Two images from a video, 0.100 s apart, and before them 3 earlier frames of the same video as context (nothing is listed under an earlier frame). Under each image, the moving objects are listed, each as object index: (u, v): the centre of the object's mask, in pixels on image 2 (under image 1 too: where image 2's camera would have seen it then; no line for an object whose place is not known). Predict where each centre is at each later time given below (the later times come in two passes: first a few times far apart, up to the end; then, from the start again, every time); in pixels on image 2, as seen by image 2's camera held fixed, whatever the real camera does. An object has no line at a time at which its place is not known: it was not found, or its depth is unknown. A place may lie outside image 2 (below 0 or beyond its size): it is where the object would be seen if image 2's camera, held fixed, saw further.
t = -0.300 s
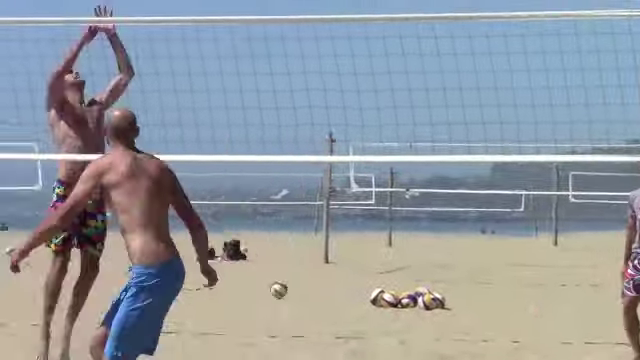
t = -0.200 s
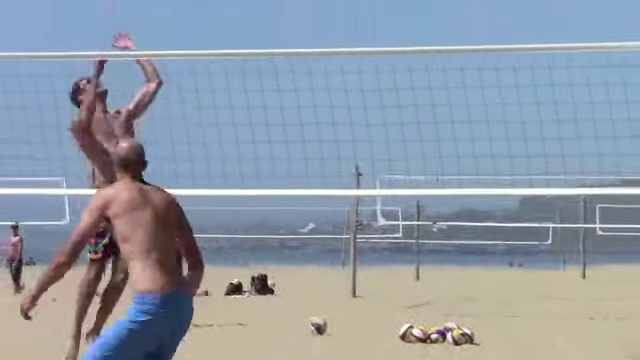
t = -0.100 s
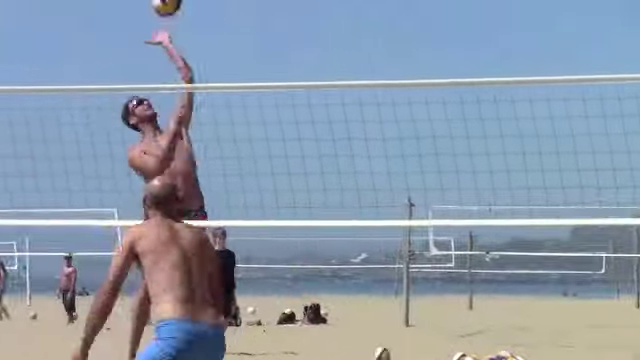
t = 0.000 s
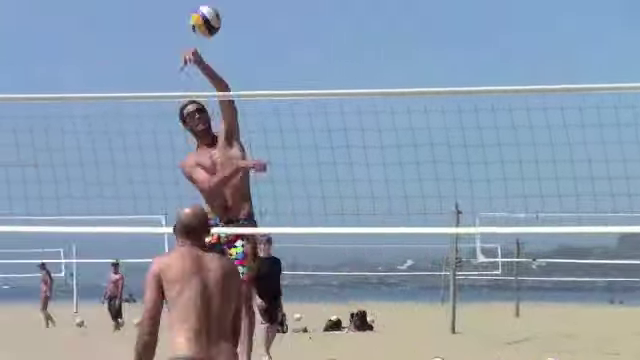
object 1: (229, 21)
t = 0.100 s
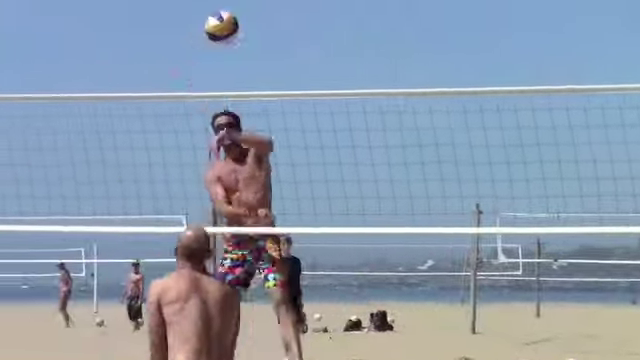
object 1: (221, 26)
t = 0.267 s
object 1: (208, 80)
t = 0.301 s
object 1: (203, 98)
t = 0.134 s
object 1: (219, 32)
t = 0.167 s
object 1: (217, 40)
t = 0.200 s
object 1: (214, 50)
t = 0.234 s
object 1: (211, 64)
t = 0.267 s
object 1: (208, 80)
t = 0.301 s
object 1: (203, 98)
